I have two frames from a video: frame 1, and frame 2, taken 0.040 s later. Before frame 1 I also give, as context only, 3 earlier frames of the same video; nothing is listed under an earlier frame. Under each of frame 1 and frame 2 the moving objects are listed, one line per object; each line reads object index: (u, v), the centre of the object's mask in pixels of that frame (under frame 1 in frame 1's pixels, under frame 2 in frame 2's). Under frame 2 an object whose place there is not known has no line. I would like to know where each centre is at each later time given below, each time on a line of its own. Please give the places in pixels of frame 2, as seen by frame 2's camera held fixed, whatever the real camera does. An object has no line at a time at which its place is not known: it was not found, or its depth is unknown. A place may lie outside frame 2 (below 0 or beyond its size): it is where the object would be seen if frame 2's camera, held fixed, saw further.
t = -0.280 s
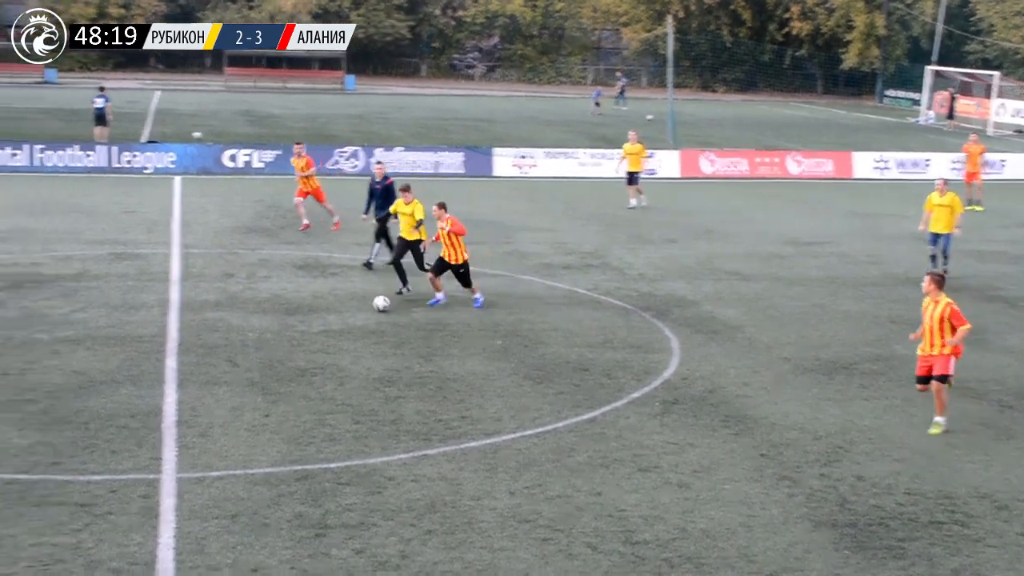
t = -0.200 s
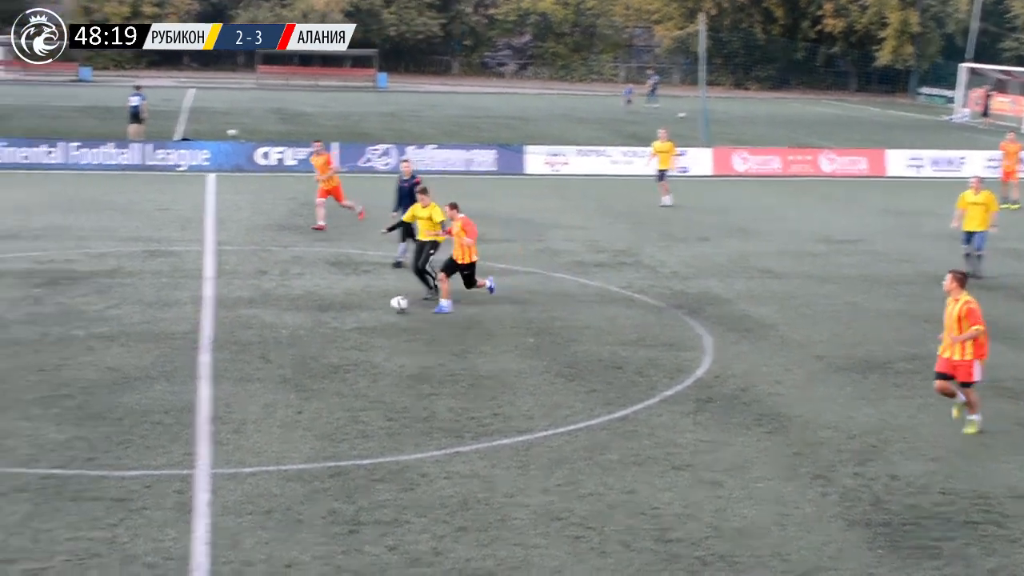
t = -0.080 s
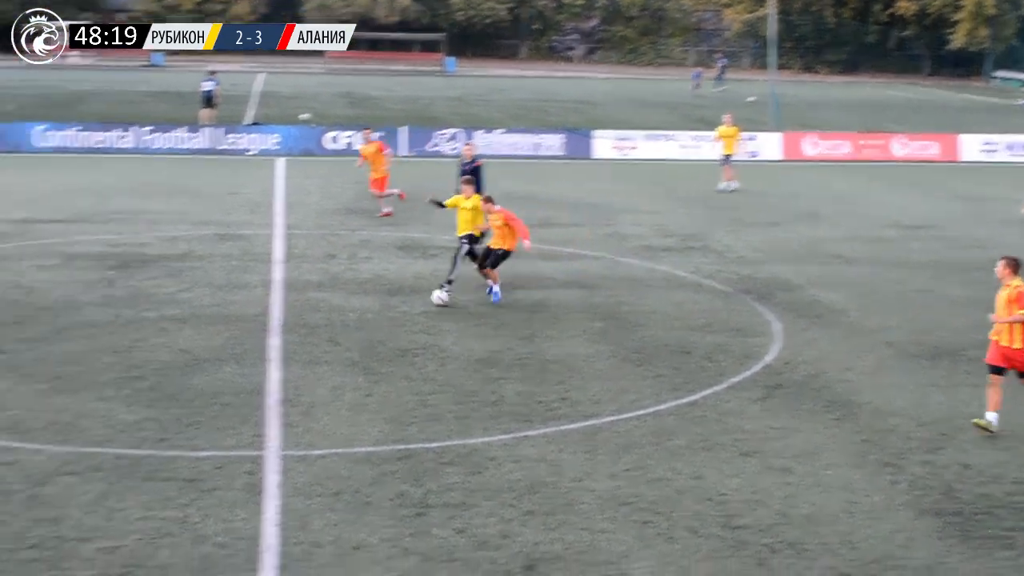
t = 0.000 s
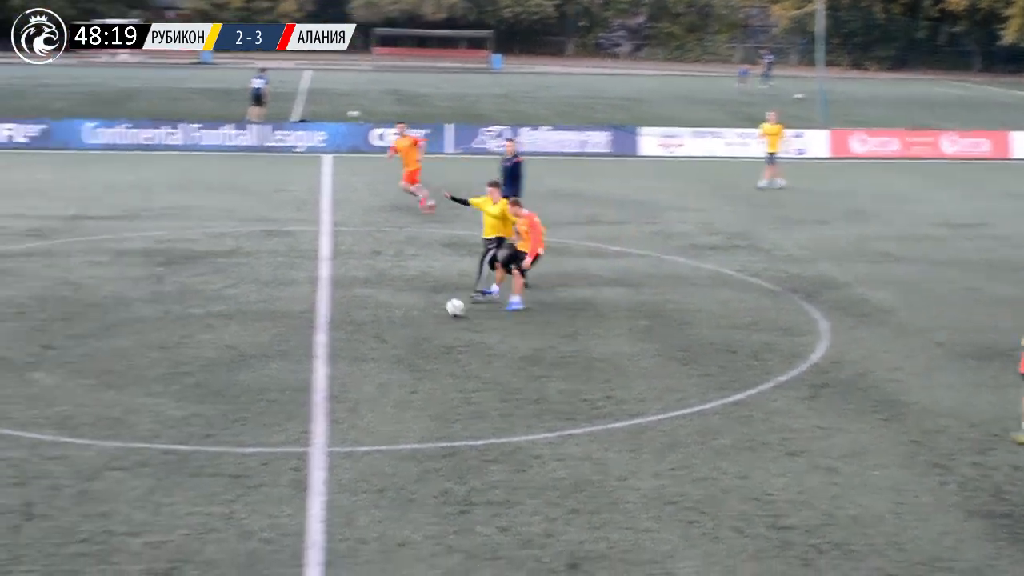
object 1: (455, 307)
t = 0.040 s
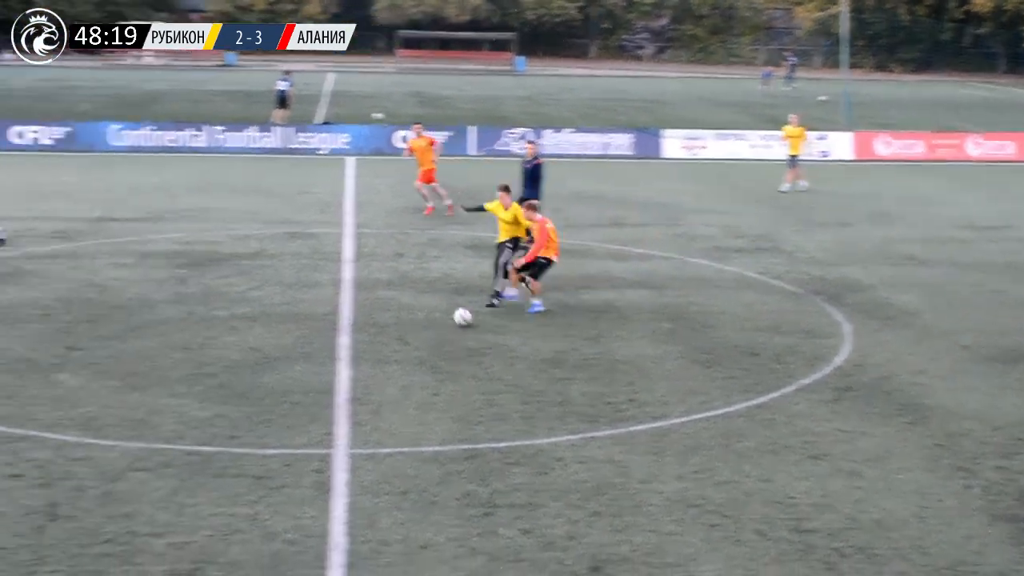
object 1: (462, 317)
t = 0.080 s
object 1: (449, 323)
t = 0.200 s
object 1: (404, 344)
